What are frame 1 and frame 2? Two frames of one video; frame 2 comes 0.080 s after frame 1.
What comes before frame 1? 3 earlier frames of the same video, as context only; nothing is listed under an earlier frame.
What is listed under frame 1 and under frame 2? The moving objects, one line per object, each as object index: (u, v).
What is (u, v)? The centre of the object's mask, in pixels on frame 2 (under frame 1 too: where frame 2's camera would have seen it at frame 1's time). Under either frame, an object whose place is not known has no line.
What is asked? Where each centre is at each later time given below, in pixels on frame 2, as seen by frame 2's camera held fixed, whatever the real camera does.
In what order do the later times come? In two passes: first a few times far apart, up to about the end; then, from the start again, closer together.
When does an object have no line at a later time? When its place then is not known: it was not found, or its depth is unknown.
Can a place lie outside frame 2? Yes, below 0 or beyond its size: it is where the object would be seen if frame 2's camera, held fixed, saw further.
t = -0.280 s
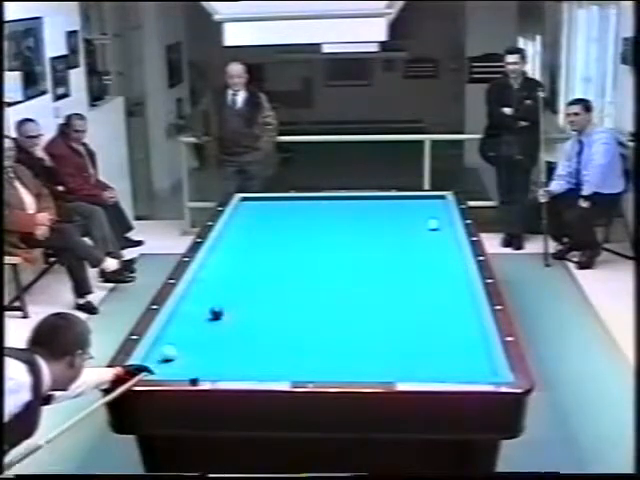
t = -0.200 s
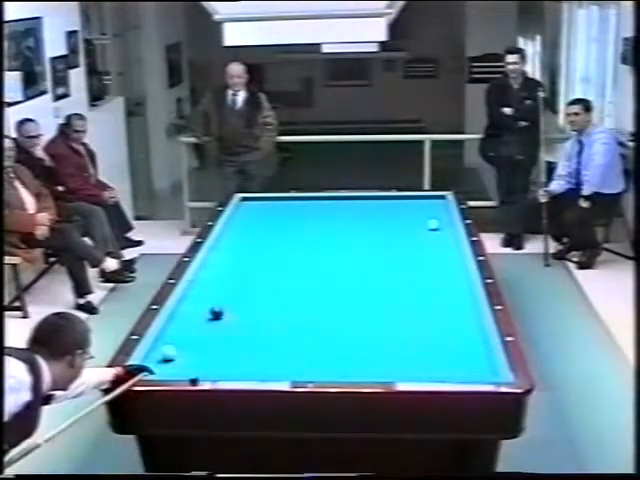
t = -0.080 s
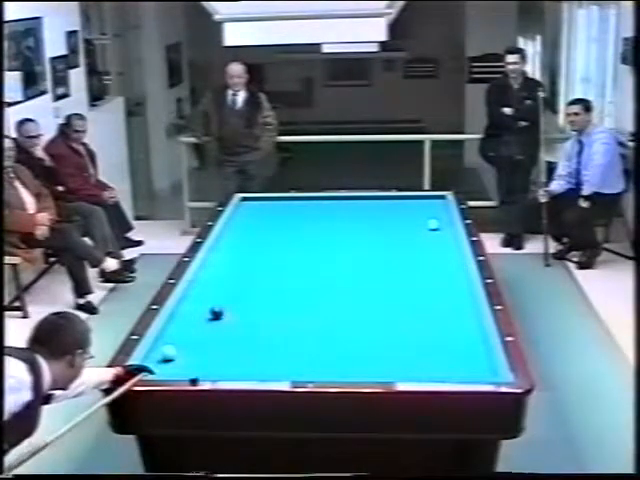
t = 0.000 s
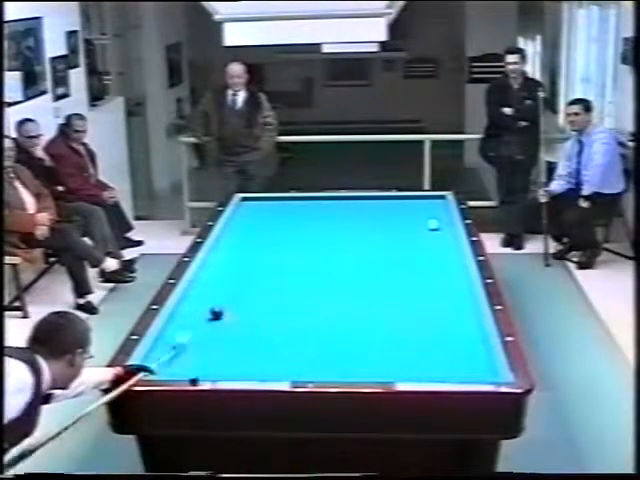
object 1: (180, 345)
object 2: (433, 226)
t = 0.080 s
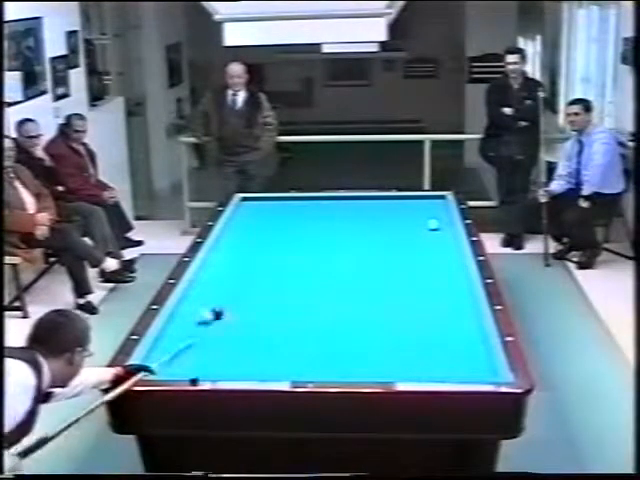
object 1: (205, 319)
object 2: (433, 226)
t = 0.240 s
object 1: (182, 306)
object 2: (433, 225)
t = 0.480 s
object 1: (220, 287)
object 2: (433, 225)
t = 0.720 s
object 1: (249, 272)
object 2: (433, 225)
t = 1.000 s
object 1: (284, 254)
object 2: (444, 226)
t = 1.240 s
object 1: (307, 242)
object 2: (432, 226)
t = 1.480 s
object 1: (329, 231)
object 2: (420, 226)
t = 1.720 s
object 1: (350, 220)
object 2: (408, 226)
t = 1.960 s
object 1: (369, 210)
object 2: (398, 227)
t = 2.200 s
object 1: (385, 202)
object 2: (388, 228)
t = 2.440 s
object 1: (406, 199)
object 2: (377, 227)
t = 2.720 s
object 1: (437, 204)
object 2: (367, 228)
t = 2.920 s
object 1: (437, 207)
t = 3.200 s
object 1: (421, 215)
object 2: (349, 229)
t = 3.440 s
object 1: (409, 221)
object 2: (341, 228)
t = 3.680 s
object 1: (397, 227)
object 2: (333, 229)
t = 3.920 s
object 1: (385, 233)
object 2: (325, 229)
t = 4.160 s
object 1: (371, 240)
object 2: (319, 229)
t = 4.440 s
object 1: (355, 248)
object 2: (311, 229)
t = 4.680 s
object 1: (341, 255)
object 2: (305, 229)
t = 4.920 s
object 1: (327, 263)
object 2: (300, 229)
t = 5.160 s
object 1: (312, 270)
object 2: (296, 229)
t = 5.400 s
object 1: (297, 277)
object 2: (291, 229)
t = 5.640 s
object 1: (281, 285)
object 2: (287, 230)
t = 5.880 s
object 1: (266, 293)
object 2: (284, 230)
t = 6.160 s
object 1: (247, 302)
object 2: (280, 230)
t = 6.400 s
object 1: (232, 310)
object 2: (278, 229)
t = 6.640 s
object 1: (214, 318)
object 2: (276, 229)
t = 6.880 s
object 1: (198, 325)
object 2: (274, 229)
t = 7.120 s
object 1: (180, 335)
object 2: (272, 229)
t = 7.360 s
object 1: (165, 343)
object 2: (272, 229)
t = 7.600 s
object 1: (158, 350)
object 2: (272, 230)
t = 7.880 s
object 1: (161, 358)
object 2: (272, 229)
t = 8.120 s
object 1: (163, 365)
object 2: (272, 229)
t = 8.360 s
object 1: (165, 368)
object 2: (272, 229)
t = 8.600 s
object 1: (167, 370)
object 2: (272, 229)
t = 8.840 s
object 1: (173, 368)
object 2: (272, 229)
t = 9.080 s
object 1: (176, 366)
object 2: (272, 229)
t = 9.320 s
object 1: (180, 364)
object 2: (272, 229)
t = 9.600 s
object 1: (184, 362)
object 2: (272, 229)
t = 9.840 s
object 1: (188, 359)
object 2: (272, 229)
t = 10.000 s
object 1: (190, 358)
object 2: (272, 229)
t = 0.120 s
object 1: (199, 315)
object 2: (433, 226)
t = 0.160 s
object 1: (193, 312)
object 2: (433, 226)
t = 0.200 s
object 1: (184, 308)
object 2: (433, 225)
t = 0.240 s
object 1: (182, 306)
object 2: (433, 225)
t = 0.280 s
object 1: (191, 306)
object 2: (433, 226)
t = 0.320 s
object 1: (197, 299)
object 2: (433, 226)
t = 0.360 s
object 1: (204, 296)
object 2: (433, 226)
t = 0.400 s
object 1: (210, 293)
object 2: (433, 226)
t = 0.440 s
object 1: (216, 290)
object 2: (433, 225)
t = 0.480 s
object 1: (220, 287)
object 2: (433, 225)
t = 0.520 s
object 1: (226, 285)
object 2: (433, 225)
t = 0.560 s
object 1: (231, 282)
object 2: (433, 225)
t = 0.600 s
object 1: (237, 279)
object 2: (433, 225)
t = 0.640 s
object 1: (241, 278)
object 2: (433, 225)
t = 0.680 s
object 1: (246, 275)
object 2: (433, 225)
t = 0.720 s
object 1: (249, 272)
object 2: (433, 225)
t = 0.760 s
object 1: (256, 269)
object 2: (433, 225)
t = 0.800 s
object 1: (261, 267)
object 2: (437, 225)
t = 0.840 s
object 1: (266, 265)
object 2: (441, 225)
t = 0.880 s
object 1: (270, 263)
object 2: (446, 226)
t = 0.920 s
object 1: (274, 261)
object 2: (447, 225)
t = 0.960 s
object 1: (279, 260)
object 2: (446, 226)
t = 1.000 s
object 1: (284, 254)
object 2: (444, 226)
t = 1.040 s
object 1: (287, 253)
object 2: (442, 226)
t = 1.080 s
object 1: (292, 250)
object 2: (440, 226)
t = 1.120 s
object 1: (295, 248)
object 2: (438, 226)
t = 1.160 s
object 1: (299, 246)
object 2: (436, 226)
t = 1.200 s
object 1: (304, 244)
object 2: (434, 226)
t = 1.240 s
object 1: (307, 242)
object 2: (432, 226)
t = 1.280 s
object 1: (311, 240)
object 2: (430, 226)
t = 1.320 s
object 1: (314, 238)
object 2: (428, 226)
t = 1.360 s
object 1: (318, 236)
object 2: (426, 226)
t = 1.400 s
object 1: (324, 234)
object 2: (424, 226)
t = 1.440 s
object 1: (326, 233)
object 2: (422, 227)
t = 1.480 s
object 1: (329, 231)
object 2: (420, 226)
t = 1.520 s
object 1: (333, 229)
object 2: (418, 226)
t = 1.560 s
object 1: (337, 228)
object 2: (416, 227)
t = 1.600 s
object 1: (340, 225)
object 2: (414, 226)
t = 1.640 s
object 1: (344, 223)
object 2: (412, 227)
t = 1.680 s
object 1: (346, 222)
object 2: (410, 226)
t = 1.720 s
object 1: (350, 220)
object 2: (408, 226)
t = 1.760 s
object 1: (353, 218)
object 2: (406, 226)
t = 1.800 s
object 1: (357, 216)
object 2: (404, 226)
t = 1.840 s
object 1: (359, 215)
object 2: (403, 227)
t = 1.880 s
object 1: (362, 213)
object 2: (400, 227)
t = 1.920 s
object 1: (365, 212)
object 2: (399, 227)
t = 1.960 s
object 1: (369, 210)
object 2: (398, 227)
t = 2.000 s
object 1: (371, 208)
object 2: (395, 227)
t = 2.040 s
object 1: (374, 207)
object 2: (394, 227)
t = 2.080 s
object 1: (377, 206)
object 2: (394, 227)
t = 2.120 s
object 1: (379, 204)
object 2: (391, 227)
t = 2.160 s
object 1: (383, 202)
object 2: (389, 227)
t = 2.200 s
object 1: (385, 202)
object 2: (388, 228)
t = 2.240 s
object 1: (388, 200)
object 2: (386, 227)
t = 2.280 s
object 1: (391, 198)
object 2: (384, 228)
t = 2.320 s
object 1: (393, 197)
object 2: (382, 227)
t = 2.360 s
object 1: (397, 197)
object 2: (381, 227)
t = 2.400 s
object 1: (402, 198)
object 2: (379, 227)
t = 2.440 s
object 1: (406, 199)
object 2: (377, 227)
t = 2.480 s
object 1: (411, 200)
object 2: (375, 227)
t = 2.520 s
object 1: (415, 201)
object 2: (374, 228)
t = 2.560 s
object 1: (419, 201)
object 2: (372, 228)
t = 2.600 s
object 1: (424, 201)
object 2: (370, 228)
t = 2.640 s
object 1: (427, 202)
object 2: (369, 228)
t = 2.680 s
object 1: (432, 203)
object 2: (368, 228)
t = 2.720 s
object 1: (437, 204)
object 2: (367, 228)
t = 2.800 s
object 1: (443, 205)
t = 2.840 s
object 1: (440, 206)
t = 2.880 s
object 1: (438, 207)
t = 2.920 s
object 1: (437, 207)
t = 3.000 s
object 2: (357, 228)
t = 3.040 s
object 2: (355, 228)
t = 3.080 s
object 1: (427, 212)
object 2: (354, 229)
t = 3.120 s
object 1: (425, 213)
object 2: (352, 229)
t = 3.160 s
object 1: (423, 214)
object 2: (351, 229)
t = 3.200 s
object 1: (421, 215)
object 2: (349, 229)
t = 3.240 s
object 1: (420, 216)
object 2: (348, 228)
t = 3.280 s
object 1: (418, 217)
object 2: (346, 228)
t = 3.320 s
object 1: (416, 218)
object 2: (344, 228)
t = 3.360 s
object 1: (413, 219)
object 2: (343, 228)
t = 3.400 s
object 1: (411, 220)
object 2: (342, 228)
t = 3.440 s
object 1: (409, 221)
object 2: (341, 228)
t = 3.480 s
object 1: (408, 222)
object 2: (339, 228)
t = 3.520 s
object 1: (406, 223)
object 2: (338, 228)
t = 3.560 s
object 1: (402, 225)
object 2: (336, 228)
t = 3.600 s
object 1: (401, 225)
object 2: (335, 228)
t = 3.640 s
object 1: (399, 226)
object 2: (334, 229)
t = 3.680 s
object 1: (397, 227)
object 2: (333, 229)
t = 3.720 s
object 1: (395, 229)
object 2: (332, 229)
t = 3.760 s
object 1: (392, 230)
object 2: (330, 229)
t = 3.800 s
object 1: (391, 231)
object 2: (329, 229)
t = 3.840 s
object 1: (388, 232)
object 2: (328, 229)
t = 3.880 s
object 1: (386, 233)
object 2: (326, 229)
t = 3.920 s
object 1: (385, 233)
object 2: (325, 229)
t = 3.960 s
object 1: (382, 234)
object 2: (325, 229)
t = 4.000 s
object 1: (380, 236)
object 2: (323, 229)
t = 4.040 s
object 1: (377, 236)
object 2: (322, 229)
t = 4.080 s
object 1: (375, 237)
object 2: (321, 229)
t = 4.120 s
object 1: (373, 239)
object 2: (320, 229)
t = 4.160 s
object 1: (371, 240)
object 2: (319, 229)
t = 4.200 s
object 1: (368, 241)
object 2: (318, 229)
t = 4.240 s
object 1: (366, 242)
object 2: (317, 229)
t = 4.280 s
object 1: (365, 243)
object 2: (315, 229)
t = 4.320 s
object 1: (362, 245)
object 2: (314, 229)
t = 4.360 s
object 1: (359, 245)
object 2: (313, 229)
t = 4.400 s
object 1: (357, 247)
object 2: (312, 229)
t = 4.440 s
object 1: (355, 248)
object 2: (311, 229)
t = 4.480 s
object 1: (352, 249)
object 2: (310, 229)
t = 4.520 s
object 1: (350, 250)
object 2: (309, 229)
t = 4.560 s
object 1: (348, 251)
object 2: (308, 229)
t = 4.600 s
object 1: (345, 254)
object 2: (307, 229)
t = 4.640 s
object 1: (344, 254)
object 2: (305, 229)
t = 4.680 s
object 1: (341, 255)
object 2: (305, 229)
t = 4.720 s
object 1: (339, 256)
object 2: (304, 229)
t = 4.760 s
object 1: (336, 258)
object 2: (304, 229)
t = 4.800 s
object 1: (335, 258)
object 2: (303, 229)
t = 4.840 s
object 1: (331, 261)
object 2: (302, 229)
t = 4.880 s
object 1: (329, 262)
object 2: (301, 229)
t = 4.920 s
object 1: (327, 263)
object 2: (300, 229)
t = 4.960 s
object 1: (325, 264)
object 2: (300, 229)
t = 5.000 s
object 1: (322, 265)
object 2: (298, 229)
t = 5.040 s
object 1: (320, 266)
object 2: (298, 229)
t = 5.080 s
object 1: (319, 267)
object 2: (297, 229)
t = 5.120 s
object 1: (315, 269)
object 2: (296, 229)
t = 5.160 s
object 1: (312, 270)
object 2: (296, 229)
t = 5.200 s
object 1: (310, 271)
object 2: (295, 229)
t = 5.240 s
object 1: (308, 272)
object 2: (294, 229)
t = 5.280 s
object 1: (305, 273)
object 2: (293, 229)
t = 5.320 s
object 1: (302, 275)
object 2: (292, 229)
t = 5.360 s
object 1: (299, 276)
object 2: (292, 229)
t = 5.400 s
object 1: (297, 277)
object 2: (291, 229)
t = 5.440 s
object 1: (295, 279)
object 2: (290, 229)
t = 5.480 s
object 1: (292, 280)
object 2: (290, 229)
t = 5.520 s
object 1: (290, 281)
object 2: (290, 229)
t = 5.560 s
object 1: (287, 282)
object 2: (288, 229)
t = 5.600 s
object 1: (285, 284)
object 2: (288, 230)
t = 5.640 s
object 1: (281, 285)
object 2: (287, 230)
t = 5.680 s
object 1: (279, 286)
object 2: (286, 230)
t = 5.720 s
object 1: (277, 287)
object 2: (286, 230)
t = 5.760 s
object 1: (275, 289)
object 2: (285, 230)
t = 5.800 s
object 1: (271, 290)
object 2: (285, 230)
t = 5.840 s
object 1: (268, 292)
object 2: (284, 230)
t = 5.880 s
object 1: (266, 293)
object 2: (284, 230)
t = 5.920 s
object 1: (263, 294)
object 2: (284, 230)
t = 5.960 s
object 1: (260, 296)
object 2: (282, 230)
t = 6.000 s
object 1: (258, 296)
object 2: (282, 230)
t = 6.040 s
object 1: (256, 298)
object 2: (281, 230)
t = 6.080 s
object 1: (254, 299)
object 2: (281, 230)
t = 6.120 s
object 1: (251, 300)
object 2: (280, 230)
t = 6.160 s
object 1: (247, 302)
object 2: (280, 230)
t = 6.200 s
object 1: (245, 302)
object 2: (280, 229)
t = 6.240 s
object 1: (243, 304)
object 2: (279, 229)
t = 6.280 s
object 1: (240, 305)
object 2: (279, 229)
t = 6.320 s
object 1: (237, 306)
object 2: (278, 229)
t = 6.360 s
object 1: (235, 308)
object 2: (278, 229)
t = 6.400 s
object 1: (232, 310)
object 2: (278, 229)
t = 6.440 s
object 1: (230, 311)
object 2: (277, 229)
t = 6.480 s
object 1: (226, 312)
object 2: (277, 229)
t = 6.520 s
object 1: (224, 314)
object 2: (277, 229)
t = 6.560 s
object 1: (221, 315)
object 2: (276, 229)
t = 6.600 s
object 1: (218, 316)
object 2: (276, 229)
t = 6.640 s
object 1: (214, 318)
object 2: (276, 229)
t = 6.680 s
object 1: (212, 319)
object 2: (276, 229)
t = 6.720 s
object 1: (210, 320)
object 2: (276, 229)
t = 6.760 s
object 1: (207, 321)
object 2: (275, 229)
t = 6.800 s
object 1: (204, 323)
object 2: (275, 229)
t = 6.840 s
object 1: (200, 325)
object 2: (274, 229)
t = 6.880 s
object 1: (198, 325)
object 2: (274, 229)
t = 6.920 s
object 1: (194, 328)
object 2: (274, 229)
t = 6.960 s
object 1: (191, 329)
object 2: (273, 229)
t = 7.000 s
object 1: (189, 330)
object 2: (273, 229)
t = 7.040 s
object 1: (187, 332)
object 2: (273, 229)
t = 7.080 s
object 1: (183, 333)
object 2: (273, 229)
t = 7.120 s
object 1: (180, 335)
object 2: (272, 229)
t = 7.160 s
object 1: (178, 336)
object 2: (272, 229)
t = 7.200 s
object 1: (175, 337)
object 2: (272, 229)
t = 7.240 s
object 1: (172, 339)
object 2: (272, 229)
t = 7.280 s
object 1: (169, 340)
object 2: (272, 229)
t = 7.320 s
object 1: (168, 341)
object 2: (272, 229)
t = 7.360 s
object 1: (165, 343)
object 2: (272, 229)
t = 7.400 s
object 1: (161, 344)
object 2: (272, 229)
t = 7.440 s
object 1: (158, 345)
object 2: (272, 229)
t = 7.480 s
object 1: (156, 347)
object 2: (272, 229)
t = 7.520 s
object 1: (156, 348)
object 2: (272, 230)
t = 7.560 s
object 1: (157, 348)
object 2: (272, 230)
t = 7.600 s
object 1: (158, 350)
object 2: (272, 230)
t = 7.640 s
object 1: (158, 351)
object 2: (272, 230)
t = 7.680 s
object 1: (159, 353)
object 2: (272, 230)
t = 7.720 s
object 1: (160, 353)
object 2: (272, 230)
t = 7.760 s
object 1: (160, 355)
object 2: (272, 229)
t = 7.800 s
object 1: (160, 356)
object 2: (272, 229)
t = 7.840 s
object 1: (161, 357)
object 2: (272, 230)
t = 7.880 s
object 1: (161, 358)
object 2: (272, 229)
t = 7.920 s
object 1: (161, 359)
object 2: (272, 229)
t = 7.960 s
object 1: (162, 359)
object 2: (272, 229)
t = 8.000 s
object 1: (162, 362)
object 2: (272, 229)
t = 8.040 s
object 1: (162, 363)
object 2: (272, 230)
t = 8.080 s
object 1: (162, 363)
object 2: (272, 230)
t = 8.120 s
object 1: (163, 365)
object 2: (272, 229)
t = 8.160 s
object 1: (163, 365)
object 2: (272, 230)
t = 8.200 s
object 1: (164, 366)
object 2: (272, 229)
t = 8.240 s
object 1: (164, 366)
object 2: (272, 229)
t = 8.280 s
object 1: (164, 367)
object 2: (272, 229)
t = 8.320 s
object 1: (164, 367)
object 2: (272, 229)
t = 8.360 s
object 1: (165, 368)
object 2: (272, 229)
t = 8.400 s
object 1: (167, 370)
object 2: (272, 229)
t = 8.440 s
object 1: (167, 370)
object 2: (272, 229)
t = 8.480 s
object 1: (167, 370)
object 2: (272, 229)
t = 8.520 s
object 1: (167, 370)
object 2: (272, 229)
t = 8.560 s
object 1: (167, 370)
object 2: (272, 229)
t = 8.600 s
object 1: (167, 370)
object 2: (272, 229)
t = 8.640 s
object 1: (169, 369)
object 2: (272, 229)
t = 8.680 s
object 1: (170, 369)
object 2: (272, 229)
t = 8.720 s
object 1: (170, 368)
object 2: (272, 229)
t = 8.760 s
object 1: (171, 368)
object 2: (272, 229)
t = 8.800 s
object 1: (171, 368)
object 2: (272, 229)
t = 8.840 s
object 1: (173, 368)
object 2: (272, 229)
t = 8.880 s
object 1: (173, 368)
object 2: (272, 229)
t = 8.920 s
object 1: (174, 367)
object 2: (272, 229)
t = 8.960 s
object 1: (174, 367)
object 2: (272, 229)
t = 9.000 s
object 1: (176, 367)
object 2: (272, 229)
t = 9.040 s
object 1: (176, 367)
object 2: (272, 229)
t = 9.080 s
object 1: (176, 366)
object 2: (272, 229)
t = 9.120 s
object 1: (177, 366)
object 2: (272, 229)
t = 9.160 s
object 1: (178, 365)
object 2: (272, 229)
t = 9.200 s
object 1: (178, 365)
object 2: (272, 229)
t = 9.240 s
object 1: (179, 365)
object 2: (272, 229)
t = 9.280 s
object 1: (179, 365)
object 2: (272, 229)
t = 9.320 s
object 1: (180, 364)
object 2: (272, 229)
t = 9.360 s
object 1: (181, 364)
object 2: (272, 229)
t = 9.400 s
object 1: (181, 364)
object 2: (272, 229)
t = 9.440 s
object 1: (181, 364)
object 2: (272, 229)
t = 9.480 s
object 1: (183, 363)
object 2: (272, 229)
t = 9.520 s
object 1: (182, 363)
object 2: (272, 229)
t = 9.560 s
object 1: (183, 362)
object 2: (272, 229)
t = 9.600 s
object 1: (184, 362)
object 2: (272, 229)
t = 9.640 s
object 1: (185, 361)
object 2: (272, 229)
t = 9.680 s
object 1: (186, 361)
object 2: (272, 229)
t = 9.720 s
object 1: (187, 360)
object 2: (272, 229)
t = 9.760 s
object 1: (187, 359)
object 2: (272, 229)
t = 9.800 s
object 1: (188, 359)
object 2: (272, 229)
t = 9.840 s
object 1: (188, 359)
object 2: (272, 229)
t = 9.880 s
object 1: (188, 359)
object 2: (272, 229)
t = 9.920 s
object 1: (189, 359)
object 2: (272, 229)
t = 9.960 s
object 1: (190, 358)
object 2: (272, 229)
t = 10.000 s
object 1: (190, 358)
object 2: (272, 229)
